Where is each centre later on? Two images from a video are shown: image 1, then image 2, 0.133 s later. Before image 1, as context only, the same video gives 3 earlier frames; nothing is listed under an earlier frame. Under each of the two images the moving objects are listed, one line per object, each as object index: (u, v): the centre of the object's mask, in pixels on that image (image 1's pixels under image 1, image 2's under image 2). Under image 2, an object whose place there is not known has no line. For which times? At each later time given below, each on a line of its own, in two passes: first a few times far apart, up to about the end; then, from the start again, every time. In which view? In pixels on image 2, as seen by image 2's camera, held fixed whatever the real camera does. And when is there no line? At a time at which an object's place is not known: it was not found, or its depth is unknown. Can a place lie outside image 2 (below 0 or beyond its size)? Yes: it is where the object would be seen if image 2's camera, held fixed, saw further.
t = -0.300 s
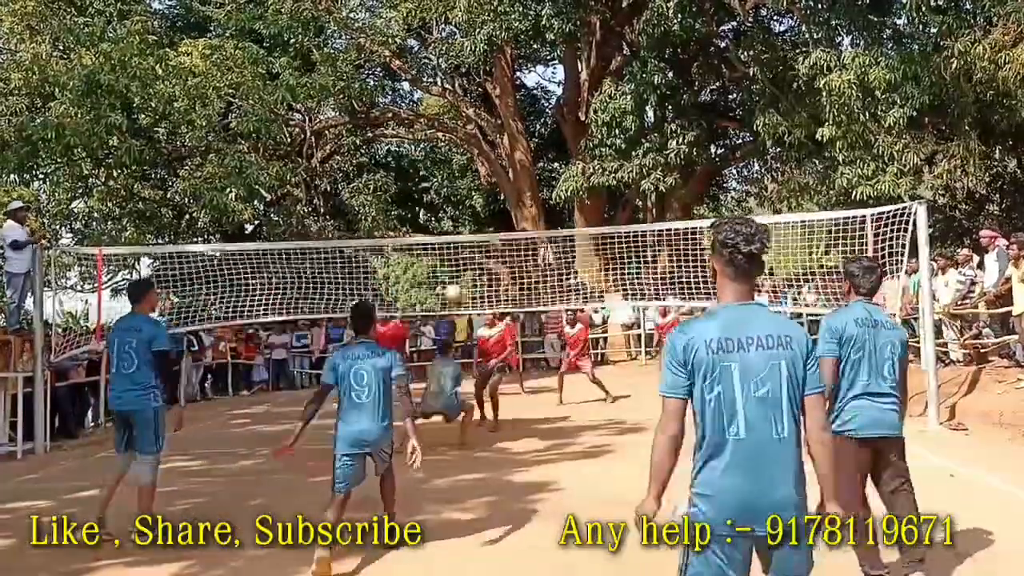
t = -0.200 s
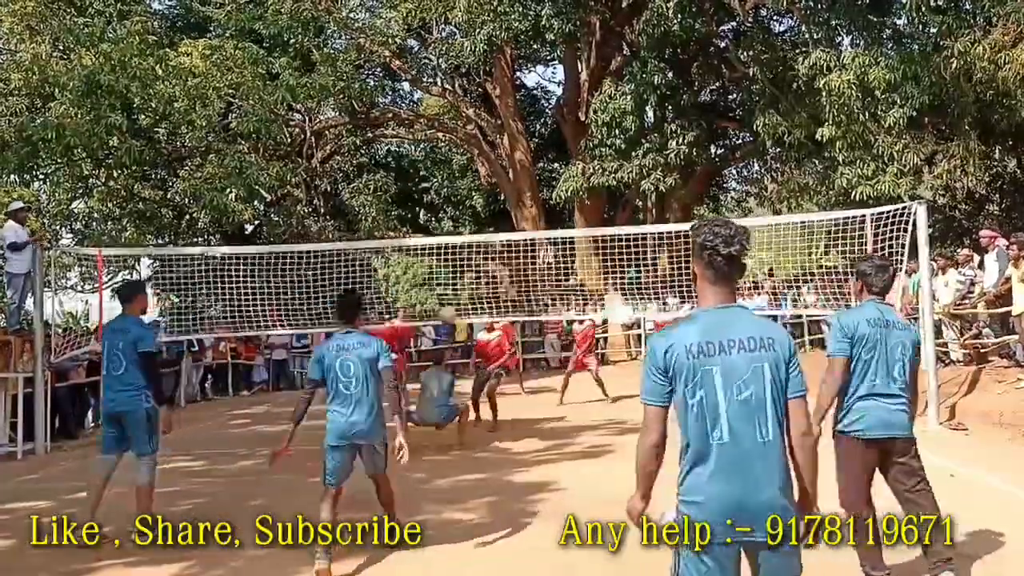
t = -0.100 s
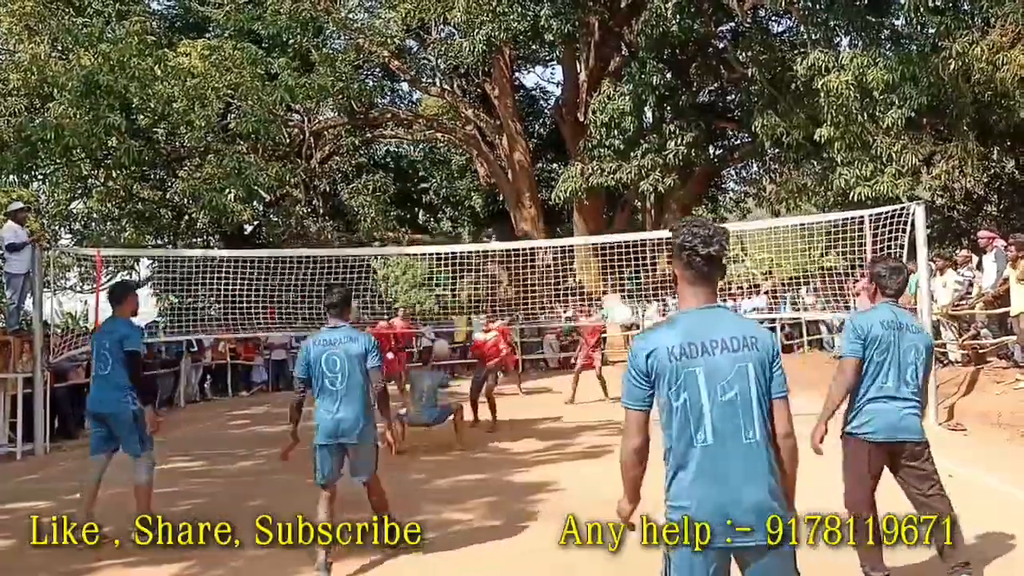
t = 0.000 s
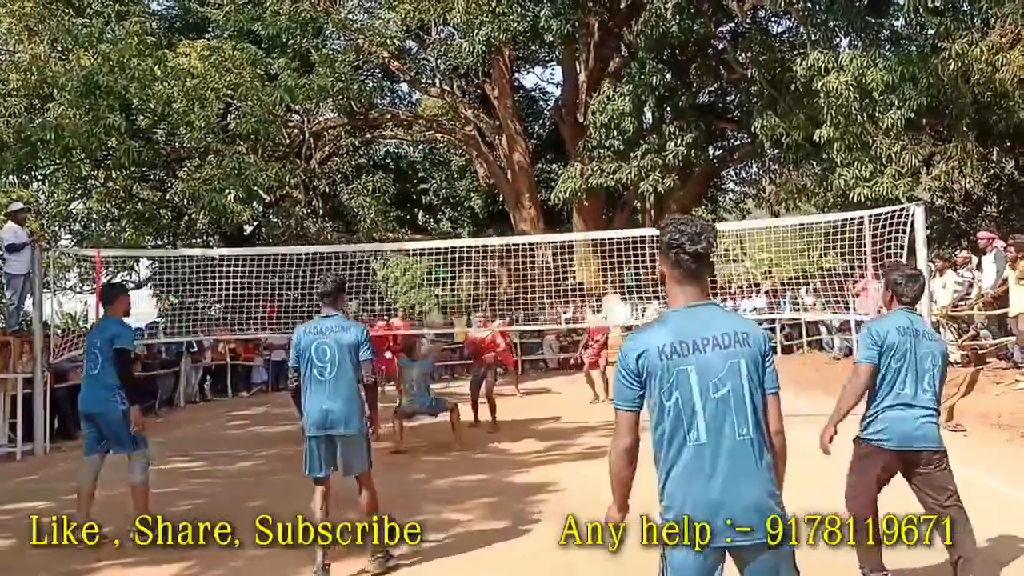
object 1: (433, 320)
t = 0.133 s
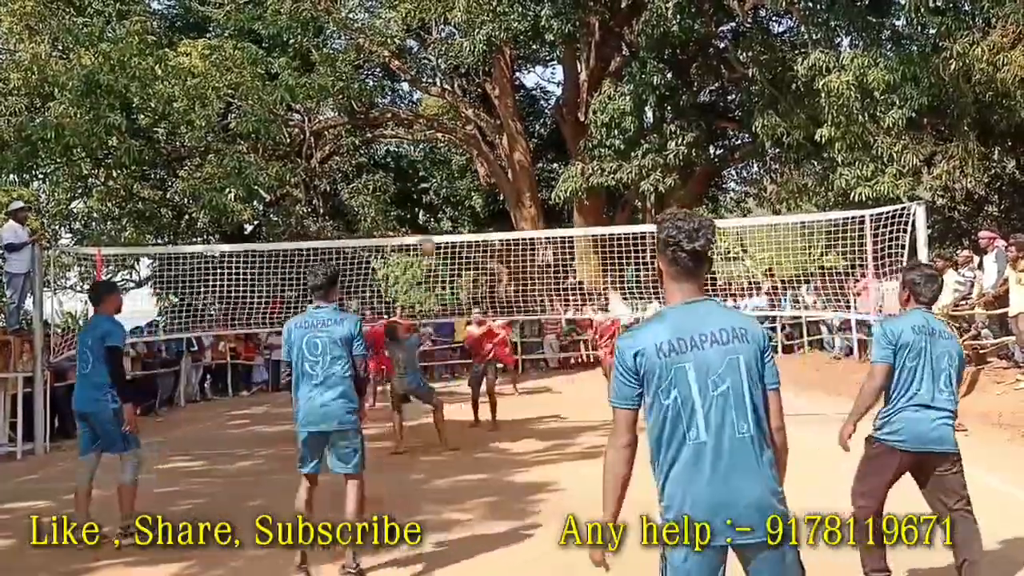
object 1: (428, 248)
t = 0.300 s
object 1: (412, 164)
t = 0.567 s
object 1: (389, 65)
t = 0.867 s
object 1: (355, 34)
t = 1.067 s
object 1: (325, 97)
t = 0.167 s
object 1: (423, 226)
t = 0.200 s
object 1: (420, 211)
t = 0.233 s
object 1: (418, 194)
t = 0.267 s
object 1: (414, 178)
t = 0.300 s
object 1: (412, 164)
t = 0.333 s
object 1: (410, 149)
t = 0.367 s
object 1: (405, 131)
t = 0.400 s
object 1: (404, 120)
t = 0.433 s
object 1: (400, 105)
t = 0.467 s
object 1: (398, 94)
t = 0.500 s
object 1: (395, 83)
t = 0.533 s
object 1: (393, 75)
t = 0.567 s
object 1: (389, 65)
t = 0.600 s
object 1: (385, 56)
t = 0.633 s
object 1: (382, 49)
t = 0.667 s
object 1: (378, 43)
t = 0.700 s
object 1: (374, 38)
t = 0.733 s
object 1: (371, 35)
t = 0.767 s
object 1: (367, 33)
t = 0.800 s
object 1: (363, 32)
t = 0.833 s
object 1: (359, 33)
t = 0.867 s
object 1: (355, 34)
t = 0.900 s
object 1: (350, 39)
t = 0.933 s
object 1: (345, 46)
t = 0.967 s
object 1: (340, 56)
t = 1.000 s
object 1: (335, 68)
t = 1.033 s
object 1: (330, 82)
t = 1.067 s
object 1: (325, 97)
